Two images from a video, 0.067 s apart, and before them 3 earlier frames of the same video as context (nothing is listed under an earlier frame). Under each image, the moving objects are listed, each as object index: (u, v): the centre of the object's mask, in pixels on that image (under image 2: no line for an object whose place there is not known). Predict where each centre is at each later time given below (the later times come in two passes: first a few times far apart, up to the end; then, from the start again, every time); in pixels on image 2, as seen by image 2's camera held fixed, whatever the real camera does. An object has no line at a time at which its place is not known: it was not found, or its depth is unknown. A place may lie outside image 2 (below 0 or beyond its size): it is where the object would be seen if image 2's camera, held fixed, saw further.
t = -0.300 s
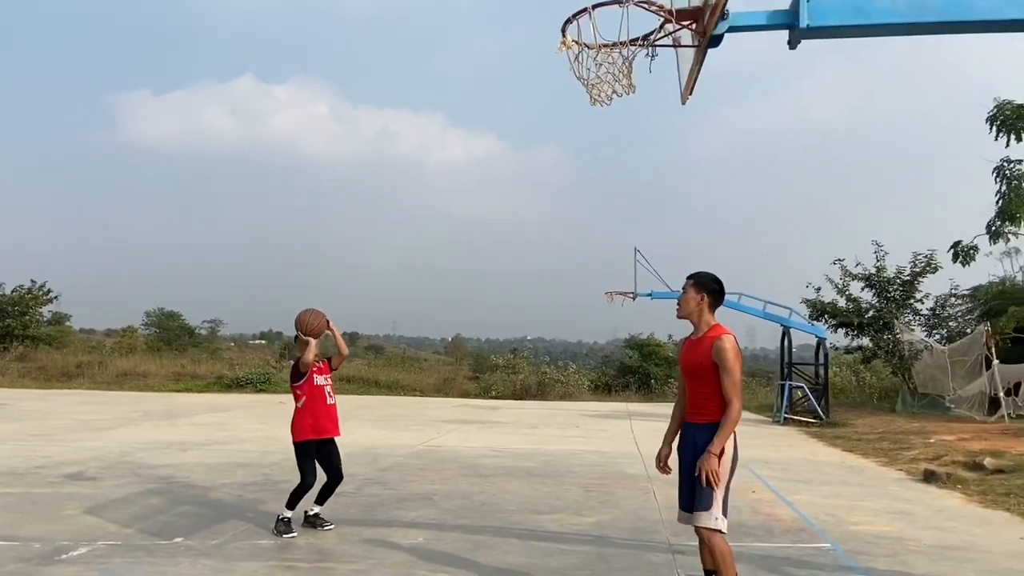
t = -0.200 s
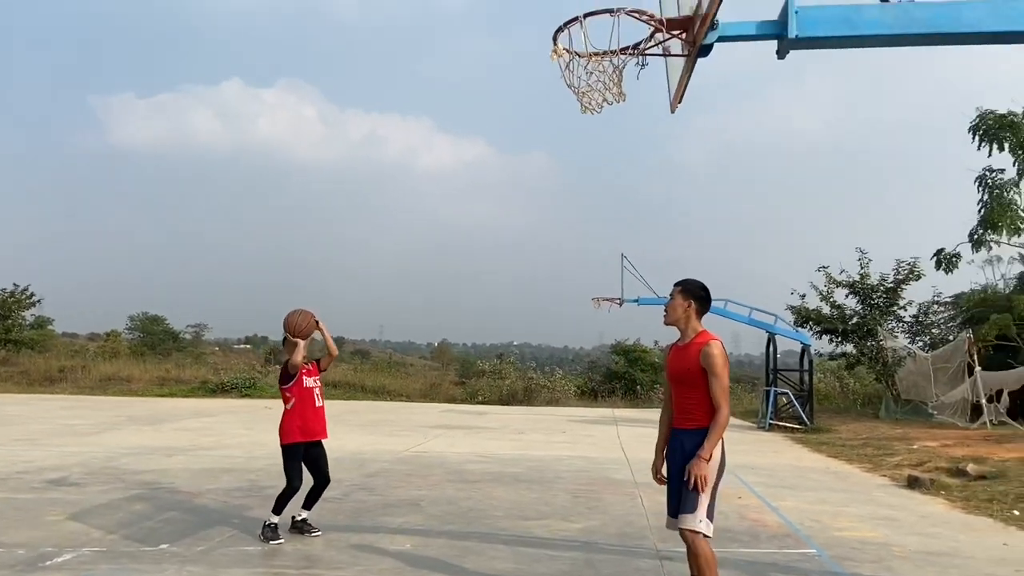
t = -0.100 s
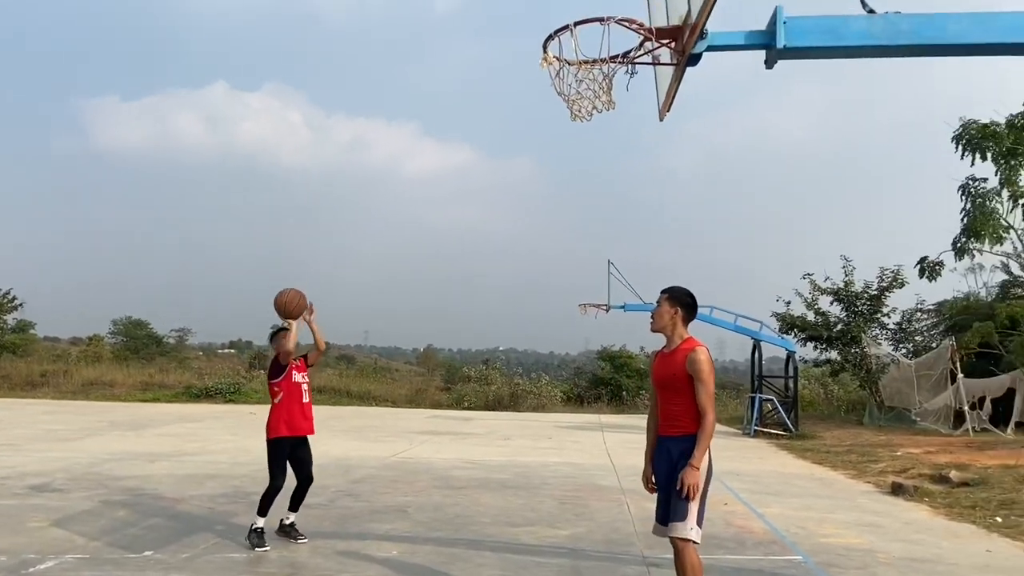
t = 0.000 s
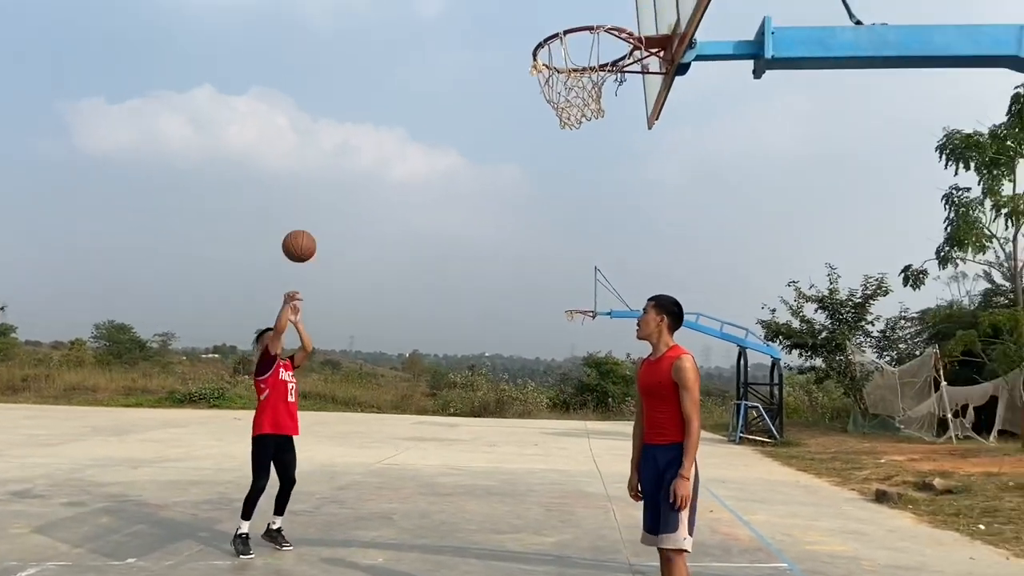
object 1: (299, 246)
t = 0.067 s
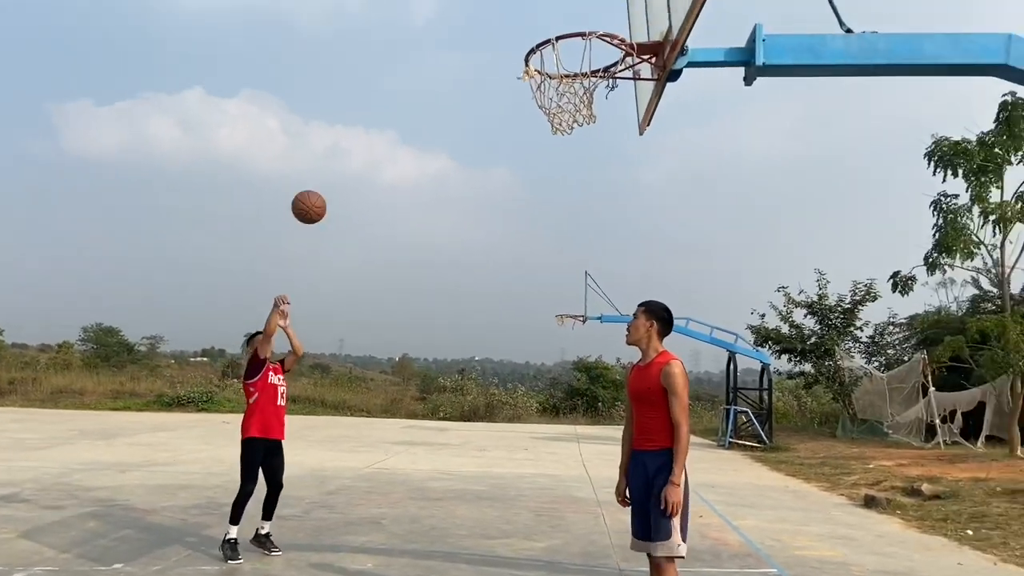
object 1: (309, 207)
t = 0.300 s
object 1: (381, 87)
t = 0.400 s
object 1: (416, 53)
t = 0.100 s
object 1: (319, 187)
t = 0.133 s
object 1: (328, 168)
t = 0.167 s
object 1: (339, 150)
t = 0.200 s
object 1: (349, 132)
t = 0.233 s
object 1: (359, 116)
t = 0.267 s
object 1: (370, 101)
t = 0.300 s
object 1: (381, 87)
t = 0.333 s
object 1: (392, 74)
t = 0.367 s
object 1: (404, 63)
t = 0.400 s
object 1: (416, 53)
